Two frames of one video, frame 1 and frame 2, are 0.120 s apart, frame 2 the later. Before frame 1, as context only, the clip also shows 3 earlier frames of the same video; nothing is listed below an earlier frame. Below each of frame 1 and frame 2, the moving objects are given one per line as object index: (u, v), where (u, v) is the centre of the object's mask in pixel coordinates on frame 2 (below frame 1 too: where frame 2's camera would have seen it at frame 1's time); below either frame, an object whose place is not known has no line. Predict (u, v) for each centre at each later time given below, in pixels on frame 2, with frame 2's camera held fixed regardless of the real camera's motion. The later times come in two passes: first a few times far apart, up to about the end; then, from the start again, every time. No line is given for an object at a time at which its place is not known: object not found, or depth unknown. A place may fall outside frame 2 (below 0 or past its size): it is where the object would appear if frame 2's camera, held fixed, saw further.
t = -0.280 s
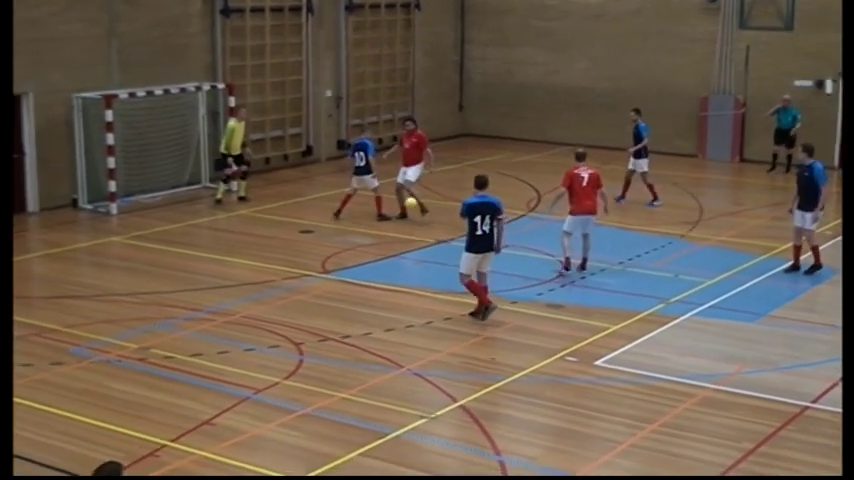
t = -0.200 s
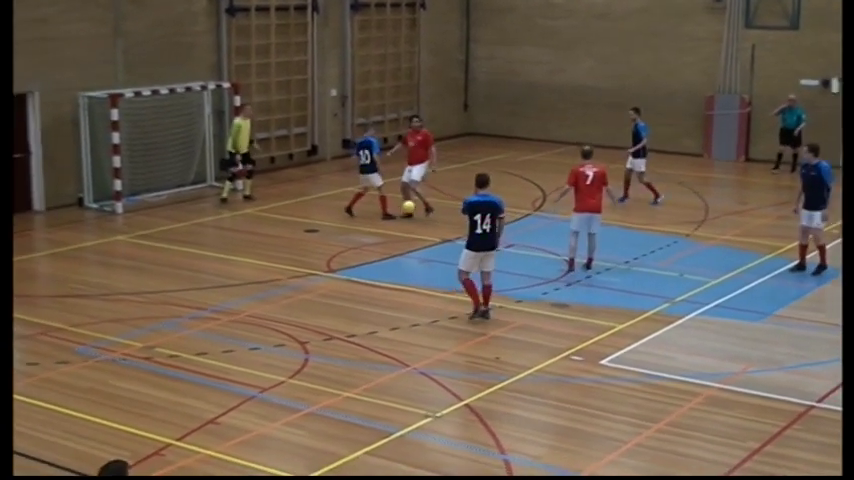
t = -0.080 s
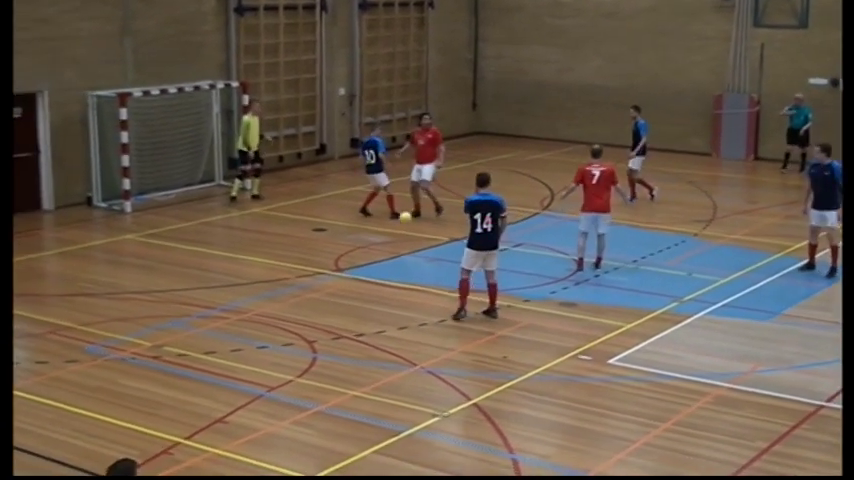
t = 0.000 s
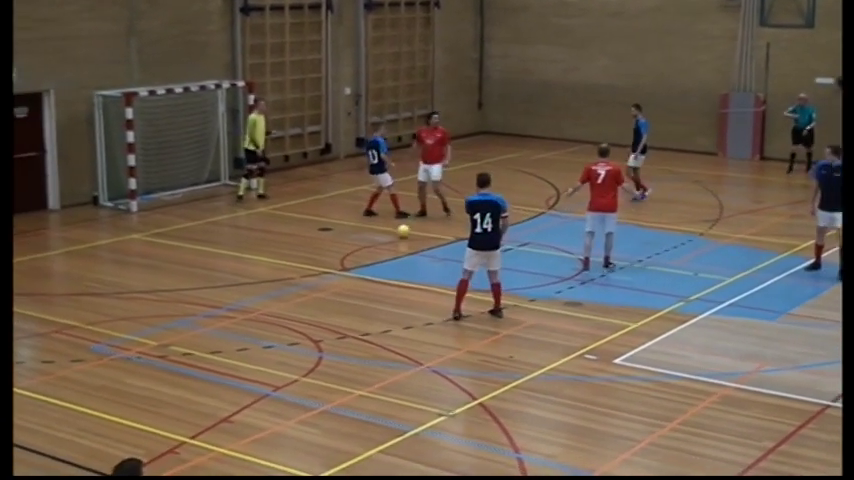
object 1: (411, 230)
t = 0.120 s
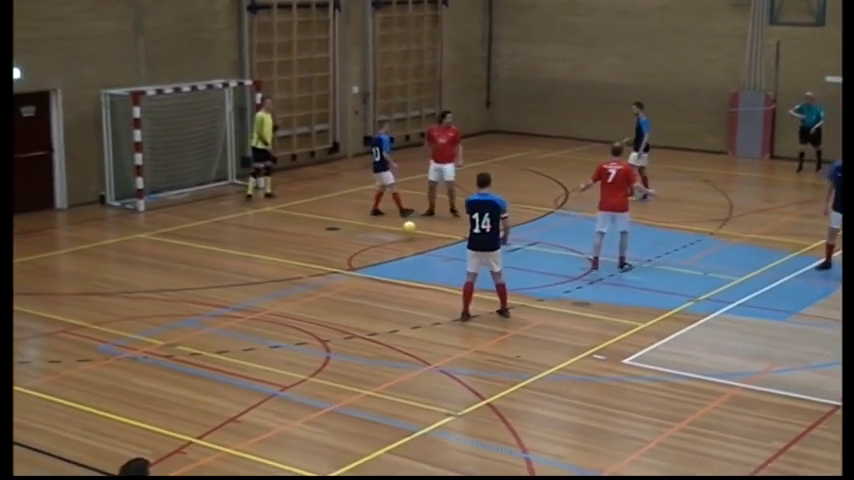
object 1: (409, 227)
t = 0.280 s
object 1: (407, 234)
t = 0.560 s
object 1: (404, 245)
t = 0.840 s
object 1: (400, 254)
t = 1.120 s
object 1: (395, 264)
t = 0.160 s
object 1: (409, 227)
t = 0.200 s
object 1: (409, 227)
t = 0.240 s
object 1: (408, 231)
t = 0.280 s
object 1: (407, 234)
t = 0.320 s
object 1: (407, 239)
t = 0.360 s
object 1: (406, 239)
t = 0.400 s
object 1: (406, 240)
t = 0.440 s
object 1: (405, 241)
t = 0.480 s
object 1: (405, 243)
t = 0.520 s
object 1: (405, 245)
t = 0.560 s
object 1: (404, 245)
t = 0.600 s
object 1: (404, 247)
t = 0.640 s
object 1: (403, 248)
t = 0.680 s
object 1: (402, 249)
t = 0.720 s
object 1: (402, 250)
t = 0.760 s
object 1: (401, 252)
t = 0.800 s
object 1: (400, 253)
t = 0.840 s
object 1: (400, 254)
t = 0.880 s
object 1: (399, 256)
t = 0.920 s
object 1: (399, 257)
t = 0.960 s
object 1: (398, 258)
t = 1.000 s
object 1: (397, 259)
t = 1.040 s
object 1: (396, 261)
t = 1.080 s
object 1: (396, 262)
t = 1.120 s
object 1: (395, 264)
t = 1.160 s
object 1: (394, 265)
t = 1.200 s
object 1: (394, 266)
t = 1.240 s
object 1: (393, 268)
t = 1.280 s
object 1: (392, 269)
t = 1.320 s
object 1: (392, 271)
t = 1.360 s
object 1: (390, 272)
